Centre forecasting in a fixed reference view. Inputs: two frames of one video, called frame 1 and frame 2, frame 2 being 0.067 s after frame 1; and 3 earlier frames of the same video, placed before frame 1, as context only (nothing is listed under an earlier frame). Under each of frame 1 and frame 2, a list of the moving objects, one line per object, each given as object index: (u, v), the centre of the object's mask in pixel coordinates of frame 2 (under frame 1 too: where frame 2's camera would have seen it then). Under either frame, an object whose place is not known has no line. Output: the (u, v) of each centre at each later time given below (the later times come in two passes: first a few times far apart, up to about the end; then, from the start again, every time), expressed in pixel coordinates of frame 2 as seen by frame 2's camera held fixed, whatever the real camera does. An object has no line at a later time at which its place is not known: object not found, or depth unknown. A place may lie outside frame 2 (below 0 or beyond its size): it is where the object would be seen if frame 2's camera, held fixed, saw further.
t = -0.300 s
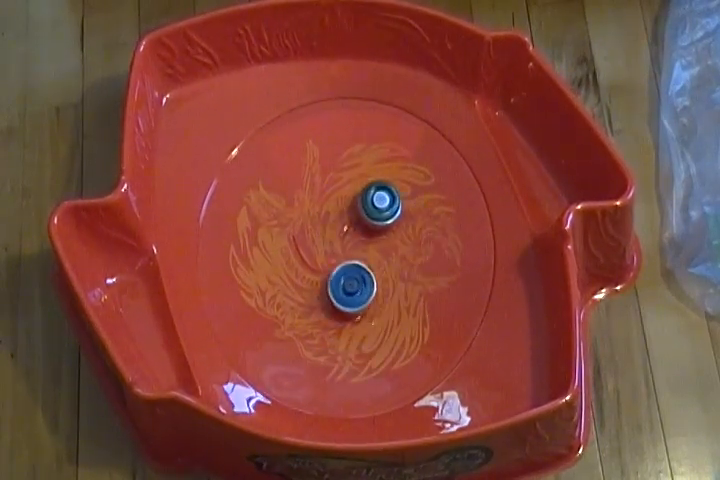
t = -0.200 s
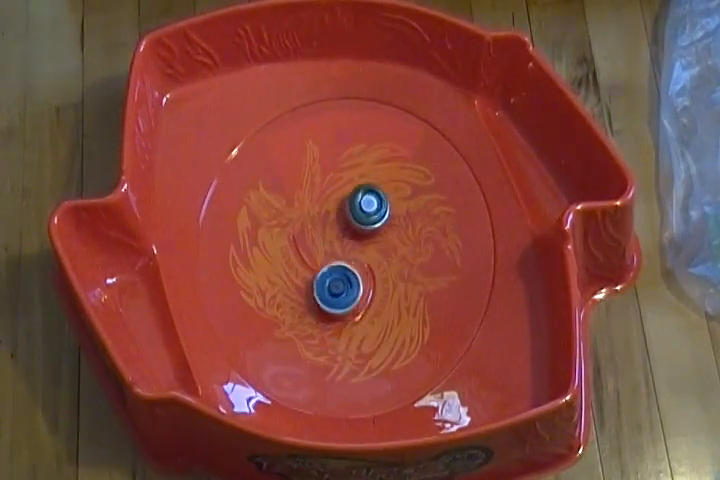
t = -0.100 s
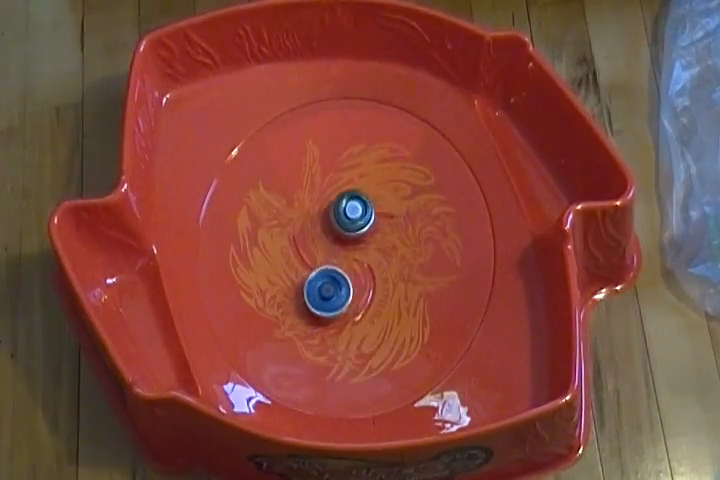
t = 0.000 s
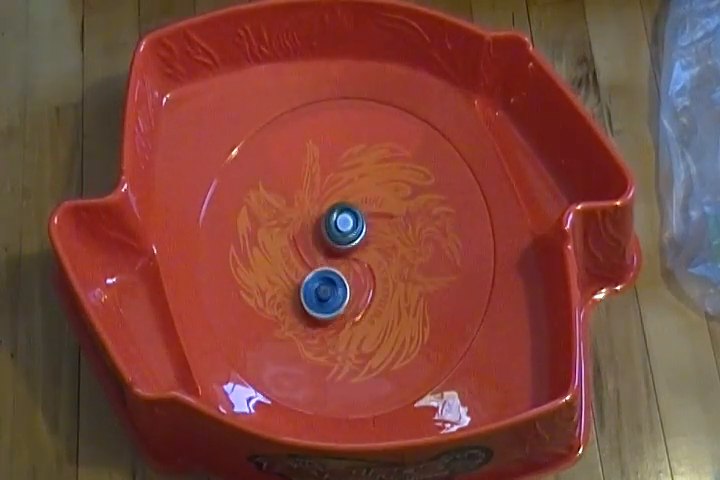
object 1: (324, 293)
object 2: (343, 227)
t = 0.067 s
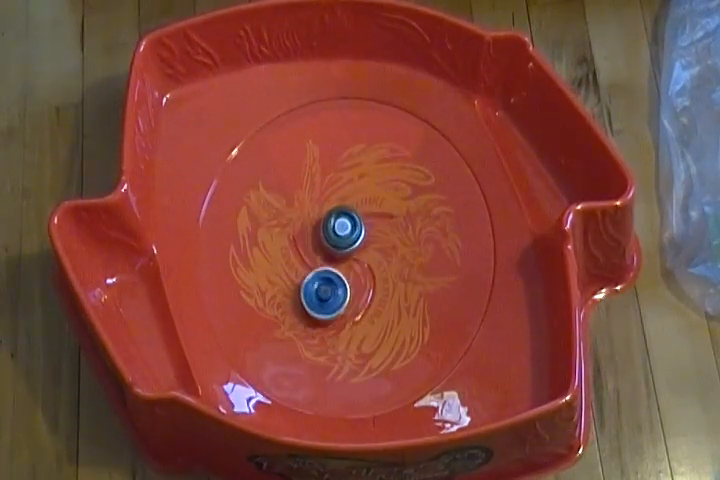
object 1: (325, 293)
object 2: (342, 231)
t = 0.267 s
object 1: (328, 286)
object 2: (343, 225)
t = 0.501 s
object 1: (334, 293)
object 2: (351, 204)
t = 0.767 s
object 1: (352, 294)
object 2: (350, 206)
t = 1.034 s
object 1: (356, 282)
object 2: (343, 178)
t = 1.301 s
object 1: (376, 306)
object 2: (335, 165)
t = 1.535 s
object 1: (370, 270)
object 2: (331, 185)
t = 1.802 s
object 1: (331, 259)
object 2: (328, 201)
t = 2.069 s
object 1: (321, 281)
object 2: (325, 209)
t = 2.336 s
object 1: (341, 281)
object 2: (320, 215)
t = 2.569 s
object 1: (359, 247)
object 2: (317, 218)
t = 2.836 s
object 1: (385, 224)
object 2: (293, 198)
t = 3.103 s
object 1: (360, 228)
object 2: (298, 204)
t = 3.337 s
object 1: (349, 272)
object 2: (308, 215)
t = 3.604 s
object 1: (382, 292)
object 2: (315, 236)
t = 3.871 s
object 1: (370, 256)
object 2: (313, 265)
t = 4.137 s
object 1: (341, 263)
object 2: (278, 294)
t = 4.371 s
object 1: (356, 288)
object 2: (276, 297)
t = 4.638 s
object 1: (373, 272)
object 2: (295, 284)
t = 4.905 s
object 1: (390, 305)
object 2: (320, 237)
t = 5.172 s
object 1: (497, 384)
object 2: (264, 86)
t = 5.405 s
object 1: (486, 347)
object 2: (271, 187)
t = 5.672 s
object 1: (442, 321)
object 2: (326, 339)
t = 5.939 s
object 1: (392, 310)
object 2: (409, 408)
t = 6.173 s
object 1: (363, 281)
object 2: (425, 386)
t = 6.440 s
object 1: (351, 237)
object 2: (411, 324)
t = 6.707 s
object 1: (354, 176)
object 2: (378, 249)
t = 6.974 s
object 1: (353, 144)
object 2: (350, 261)
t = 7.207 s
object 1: (364, 168)
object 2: (346, 259)
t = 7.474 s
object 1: (396, 221)
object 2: (319, 262)
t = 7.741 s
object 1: (482, 268)
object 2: (274, 267)
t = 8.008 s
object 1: (394, 294)
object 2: (291, 271)
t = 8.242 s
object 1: (358, 296)
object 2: (321, 276)
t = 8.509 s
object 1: (360, 297)
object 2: (328, 280)
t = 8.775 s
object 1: (372, 305)
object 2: (304, 233)
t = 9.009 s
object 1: (375, 317)
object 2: (262, 180)
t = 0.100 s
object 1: (325, 293)
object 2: (342, 231)
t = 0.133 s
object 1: (326, 292)
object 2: (342, 230)
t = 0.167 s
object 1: (326, 291)
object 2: (342, 228)
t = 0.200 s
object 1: (327, 290)
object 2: (342, 226)
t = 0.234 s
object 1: (327, 288)
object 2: (342, 224)
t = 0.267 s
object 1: (328, 286)
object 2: (343, 225)
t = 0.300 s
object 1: (329, 284)
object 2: (344, 225)
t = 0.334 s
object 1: (330, 281)
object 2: (343, 224)
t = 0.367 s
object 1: (332, 277)
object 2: (342, 222)
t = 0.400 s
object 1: (334, 275)
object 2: (342, 223)
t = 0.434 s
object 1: (333, 283)
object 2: (346, 215)
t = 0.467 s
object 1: (334, 288)
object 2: (348, 208)
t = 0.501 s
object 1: (334, 293)
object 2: (351, 204)
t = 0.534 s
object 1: (336, 296)
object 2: (352, 203)
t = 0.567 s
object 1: (337, 298)
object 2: (352, 203)
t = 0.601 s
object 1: (340, 300)
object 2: (352, 203)
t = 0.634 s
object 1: (341, 300)
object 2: (352, 204)
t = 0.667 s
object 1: (344, 299)
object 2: (352, 205)
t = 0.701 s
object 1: (347, 298)
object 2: (351, 205)
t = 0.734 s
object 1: (349, 297)
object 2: (351, 205)
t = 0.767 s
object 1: (352, 294)
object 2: (350, 206)
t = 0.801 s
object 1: (355, 290)
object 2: (350, 207)
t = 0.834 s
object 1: (358, 286)
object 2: (349, 207)
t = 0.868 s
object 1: (360, 280)
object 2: (349, 208)
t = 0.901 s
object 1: (361, 273)
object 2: (349, 209)
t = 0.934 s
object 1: (360, 266)
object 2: (348, 210)
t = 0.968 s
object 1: (357, 264)
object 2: (348, 207)
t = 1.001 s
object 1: (356, 274)
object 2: (346, 192)
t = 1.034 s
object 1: (356, 282)
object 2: (343, 178)
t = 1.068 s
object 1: (357, 289)
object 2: (341, 170)
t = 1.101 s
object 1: (359, 295)
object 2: (340, 163)
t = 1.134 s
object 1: (362, 301)
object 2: (339, 160)
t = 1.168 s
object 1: (364, 305)
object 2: (338, 160)
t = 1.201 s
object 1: (366, 308)
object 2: (338, 161)
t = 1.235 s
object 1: (370, 309)
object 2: (337, 162)
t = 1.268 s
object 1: (373, 308)
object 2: (336, 164)
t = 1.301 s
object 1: (376, 306)
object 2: (335, 165)
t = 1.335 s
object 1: (378, 302)
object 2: (334, 167)
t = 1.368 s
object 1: (379, 298)
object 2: (333, 170)
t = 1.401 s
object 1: (378, 294)
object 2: (332, 173)
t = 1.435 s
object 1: (377, 289)
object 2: (332, 176)
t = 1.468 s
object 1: (375, 284)
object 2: (331, 179)
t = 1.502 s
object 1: (372, 277)
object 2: (331, 182)
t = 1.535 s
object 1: (370, 270)
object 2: (331, 185)
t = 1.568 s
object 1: (368, 265)
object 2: (331, 189)
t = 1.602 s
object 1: (365, 262)
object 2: (330, 191)
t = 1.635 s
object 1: (362, 260)
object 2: (330, 194)
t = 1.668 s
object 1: (357, 258)
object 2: (330, 197)
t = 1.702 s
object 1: (350, 256)
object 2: (330, 198)
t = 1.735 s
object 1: (344, 255)
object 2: (329, 199)
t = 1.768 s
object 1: (337, 257)
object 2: (329, 200)
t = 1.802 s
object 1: (331, 259)
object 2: (328, 201)
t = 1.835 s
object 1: (326, 263)
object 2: (328, 201)
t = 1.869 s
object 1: (322, 266)
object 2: (328, 203)
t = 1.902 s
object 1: (319, 268)
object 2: (327, 204)
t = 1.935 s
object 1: (318, 270)
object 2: (327, 205)
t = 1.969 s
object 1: (317, 274)
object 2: (326, 206)
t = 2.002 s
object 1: (318, 277)
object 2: (326, 207)
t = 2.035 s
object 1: (319, 279)
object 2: (325, 208)
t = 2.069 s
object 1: (321, 281)
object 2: (325, 209)
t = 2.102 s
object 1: (323, 282)
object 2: (324, 210)
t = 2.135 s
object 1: (325, 282)
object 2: (323, 211)
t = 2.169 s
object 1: (327, 283)
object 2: (323, 212)
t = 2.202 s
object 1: (329, 283)
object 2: (322, 213)
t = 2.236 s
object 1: (332, 283)
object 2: (322, 213)
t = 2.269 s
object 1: (334, 282)
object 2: (321, 214)
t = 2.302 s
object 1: (337, 282)
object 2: (320, 215)
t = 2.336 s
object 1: (341, 281)
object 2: (320, 215)
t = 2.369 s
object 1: (344, 279)
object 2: (319, 216)
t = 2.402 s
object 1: (349, 276)
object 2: (319, 216)
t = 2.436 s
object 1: (353, 271)
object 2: (318, 217)
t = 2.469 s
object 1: (356, 266)
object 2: (318, 218)
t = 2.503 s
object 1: (358, 260)
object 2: (318, 218)
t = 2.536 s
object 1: (359, 252)
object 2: (318, 218)
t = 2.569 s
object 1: (359, 247)
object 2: (317, 218)
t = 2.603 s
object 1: (367, 247)
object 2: (307, 210)
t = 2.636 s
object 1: (373, 246)
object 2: (300, 204)
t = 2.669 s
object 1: (378, 243)
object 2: (295, 200)
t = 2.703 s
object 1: (382, 240)
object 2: (294, 198)
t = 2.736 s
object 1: (384, 235)
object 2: (293, 197)
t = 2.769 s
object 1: (386, 231)
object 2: (293, 198)
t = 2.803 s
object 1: (386, 227)
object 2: (293, 198)
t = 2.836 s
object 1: (385, 224)
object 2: (293, 198)
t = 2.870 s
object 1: (383, 221)
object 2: (293, 198)
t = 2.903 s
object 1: (381, 220)
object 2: (294, 199)
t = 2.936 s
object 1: (378, 219)
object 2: (294, 199)
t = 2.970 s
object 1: (375, 220)
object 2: (295, 200)
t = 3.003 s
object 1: (372, 221)
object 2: (296, 201)
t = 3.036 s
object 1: (367, 222)
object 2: (296, 202)
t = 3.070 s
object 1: (364, 225)
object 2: (297, 203)
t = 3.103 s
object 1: (360, 228)
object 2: (298, 204)
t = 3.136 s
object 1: (356, 233)
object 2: (300, 205)
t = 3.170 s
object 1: (353, 238)
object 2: (301, 207)
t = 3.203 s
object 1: (351, 244)
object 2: (302, 208)
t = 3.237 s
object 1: (349, 250)
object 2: (303, 210)
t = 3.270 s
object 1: (348, 257)
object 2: (305, 211)
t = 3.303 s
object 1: (348, 265)
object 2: (306, 213)
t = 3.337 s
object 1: (349, 272)
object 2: (308, 215)
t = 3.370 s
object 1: (352, 279)
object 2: (309, 217)
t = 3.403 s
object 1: (356, 285)
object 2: (310, 219)
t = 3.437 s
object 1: (361, 289)
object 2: (311, 221)
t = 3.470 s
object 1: (366, 293)
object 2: (312, 224)
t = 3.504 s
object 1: (369, 296)
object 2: (313, 227)
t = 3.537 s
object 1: (373, 297)
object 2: (314, 230)
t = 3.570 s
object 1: (378, 295)
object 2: (315, 233)
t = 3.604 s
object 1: (382, 292)
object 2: (315, 236)
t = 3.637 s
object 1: (385, 288)
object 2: (316, 240)
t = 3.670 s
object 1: (386, 283)
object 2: (316, 244)
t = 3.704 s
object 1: (386, 278)
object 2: (316, 247)
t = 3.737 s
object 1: (386, 273)
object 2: (316, 251)
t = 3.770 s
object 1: (384, 268)
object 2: (316, 254)
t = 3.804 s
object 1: (381, 263)
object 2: (315, 257)
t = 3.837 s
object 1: (376, 259)
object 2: (314, 261)
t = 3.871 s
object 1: (370, 256)
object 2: (313, 265)
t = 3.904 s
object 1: (363, 254)
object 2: (313, 269)
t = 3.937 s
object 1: (358, 253)
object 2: (308, 272)
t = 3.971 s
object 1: (356, 252)
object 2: (300, 277)
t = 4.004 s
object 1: (353, 252)
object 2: (293, 281)
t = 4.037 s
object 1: (350, 253)
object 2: (288, 286)
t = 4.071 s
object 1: (346, 255)
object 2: (283, 290)
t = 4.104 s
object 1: (343, 258)
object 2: (280, 292)
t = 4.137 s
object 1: (341, 263)
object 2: (278, 294)
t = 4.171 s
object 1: (340, 268)
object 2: (276, 296)
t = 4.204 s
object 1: (341, 274)
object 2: (275, 297)
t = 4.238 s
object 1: (343, 279)
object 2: (274, 298)
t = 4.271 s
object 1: (346, 283)
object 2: (274, 298)
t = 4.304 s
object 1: (349, 286)
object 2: (274, 298)
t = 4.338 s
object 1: (352, 288)
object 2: (275, 297)
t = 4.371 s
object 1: (356, 288)
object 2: (276, 297)
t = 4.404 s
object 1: (361, 286)
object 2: (279, 295)
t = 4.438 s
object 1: (365, 283)
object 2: (280, 294)
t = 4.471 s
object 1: (367, 278)
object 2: (283, 292)
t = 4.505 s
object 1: (368, 275)
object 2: (286, 290)
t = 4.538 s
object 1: (370, 272)
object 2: (289, 289)
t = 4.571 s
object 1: (372, 271)
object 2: (291, 287)
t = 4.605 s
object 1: (373, 271)
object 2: (293, 285)
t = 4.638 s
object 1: (373, 272)
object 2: (295, 284)
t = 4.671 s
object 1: (373, 273)
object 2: (298, 282)
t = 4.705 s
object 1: (373, 275)
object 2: (302, 279)
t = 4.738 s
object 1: (374, 277)
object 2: (305, 277)
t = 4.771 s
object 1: (373, 279)
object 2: (310, 275)
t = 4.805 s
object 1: (373, 280)
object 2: (315, 272)
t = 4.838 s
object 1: (372, 281)
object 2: (323, 268)
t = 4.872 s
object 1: (373, 283)
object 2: (329, 265)
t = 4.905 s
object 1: (390, 305)
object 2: (320, 237)
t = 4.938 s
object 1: (414, 331)
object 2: (305, 201)
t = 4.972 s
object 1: (435, 353)
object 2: (292, 175)
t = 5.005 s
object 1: (452, 370)
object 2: (285, 143)
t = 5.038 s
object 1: (462, 374)
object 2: (279, 116)
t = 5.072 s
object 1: (473, 383)
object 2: (275, 95)
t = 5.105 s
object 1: (482, 387)
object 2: (270, 79)
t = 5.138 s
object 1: (490, 383)
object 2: (268, 73)
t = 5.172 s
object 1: (497, 384)
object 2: (264, 86)
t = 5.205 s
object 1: (500, 377)
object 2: (263, 94)
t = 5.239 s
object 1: (500, 372)
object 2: (262, 108)
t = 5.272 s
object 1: (499, 367)
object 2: (262, 120)
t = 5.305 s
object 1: (497, 361)
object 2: (263, 136)
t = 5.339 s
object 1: (494, 356)
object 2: (264, 151)
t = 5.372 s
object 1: (490, 352)
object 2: (267, 168)
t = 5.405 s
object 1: (486, 347)
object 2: (271, 187)
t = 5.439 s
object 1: (481, 343)
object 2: (276, 207)
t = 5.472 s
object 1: (475, 338)
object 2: (281, 228)
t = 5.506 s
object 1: (470, 335)
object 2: (287, 247)
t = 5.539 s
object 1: (465, 332)
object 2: (294, 266)
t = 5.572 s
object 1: (459, 329)
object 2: (301, 285)
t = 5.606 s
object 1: (453, 325)
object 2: (309, 304)
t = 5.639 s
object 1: (448, 322)
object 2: (317, 323)
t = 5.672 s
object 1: (442, 321)
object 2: (326, 339)
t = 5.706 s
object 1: (435, 320)
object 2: (336, 356)
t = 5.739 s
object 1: (429, 320)
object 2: (346, 372)
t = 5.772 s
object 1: (423, 319)
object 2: (357, 387)
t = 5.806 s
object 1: (417, 318)
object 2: (368, 402)
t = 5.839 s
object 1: (411, 317)
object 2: (378, 407)
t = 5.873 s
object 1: (405, 315)
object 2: (388, 409)
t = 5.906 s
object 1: (399, 313)
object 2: (399, 409)
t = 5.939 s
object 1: (392, 310)
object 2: (409, 408)
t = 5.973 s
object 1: (387, 306)
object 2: (416, 404)
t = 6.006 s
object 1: (381, 302)
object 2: (421, 400)
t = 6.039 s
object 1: (376, 298)
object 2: (423, 395)
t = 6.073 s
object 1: (372, 294)
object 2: (423, 392)
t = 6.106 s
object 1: (369, 290)
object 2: (423, 390)
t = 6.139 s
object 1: (366, 286)
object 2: (424, 387)
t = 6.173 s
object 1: (363, 281)
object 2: (425, 386)
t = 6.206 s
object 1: (359, 276)
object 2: (425, 383)
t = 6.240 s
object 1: (357, 271)
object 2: (425, 378)
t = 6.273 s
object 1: (356, 265)
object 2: (424, 370)
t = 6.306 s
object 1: (354, 259)
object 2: (424, 364)
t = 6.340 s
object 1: (352, 253)
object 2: (421, 357)
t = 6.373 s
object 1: (352, 248)
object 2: (419, 347)
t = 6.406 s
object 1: (352, 242)
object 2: (416, 336)
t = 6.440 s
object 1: (351, 237)
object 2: (411, 324)
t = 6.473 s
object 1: (352, 231)
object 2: (407, 310)
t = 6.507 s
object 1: (353, 226)
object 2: (402, 293)
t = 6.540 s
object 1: (354, 220)
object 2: (395, 278)
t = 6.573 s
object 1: (356, 216)
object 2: (389, 262)
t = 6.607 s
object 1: (356, 213)
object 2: (383, 247)
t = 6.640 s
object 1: (356, 204)
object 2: (382, 241)
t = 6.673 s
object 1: (355, 188)
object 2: (381, 245)
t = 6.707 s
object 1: (354, 176)
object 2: (378, 249)
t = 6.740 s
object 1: (353, 164)
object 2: (373, 252)
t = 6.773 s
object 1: (351, 156)
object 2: (368, 254)
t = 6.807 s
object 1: (350, 149)
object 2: (362, 256)
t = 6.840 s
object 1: (350, 145)
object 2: (358, 259)
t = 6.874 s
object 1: (350, 144)
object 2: (356, 260)
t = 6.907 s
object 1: (351, 143)
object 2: (353, 260)
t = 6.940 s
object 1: (352, 144)
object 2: (351, 260)
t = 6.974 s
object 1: (353, 144)
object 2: (350, 261)
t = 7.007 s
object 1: (355, 146)
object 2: (349, 260)
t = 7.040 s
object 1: (357, 148)
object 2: (349, 261)
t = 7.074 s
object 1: (358, 151)
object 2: (348, 261)
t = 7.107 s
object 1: (360, 155)
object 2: (347, 261)
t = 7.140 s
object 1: (362, 159)
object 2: (346, 260)
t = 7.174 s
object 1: (363, 163)
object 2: (346, 260)
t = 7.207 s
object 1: (364, 168)
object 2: (346, 259)
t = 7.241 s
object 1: (365, 173)
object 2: (345, 259)
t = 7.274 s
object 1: (365, 179)
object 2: (345, 258)
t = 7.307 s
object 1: (365, 185)
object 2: (345, 258)
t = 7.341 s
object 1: (365, 193)
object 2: (345, 258)
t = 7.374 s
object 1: (364, 202)
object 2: (345, 258)
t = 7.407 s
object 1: (364, 212)
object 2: (346, 257)
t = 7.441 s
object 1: (378, 219)
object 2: (335, 257)
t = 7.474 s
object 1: (396, 221)
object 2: (319, 262)
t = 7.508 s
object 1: (413, 229)
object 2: (306, 264)
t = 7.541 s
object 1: (431, 244)
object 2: (295, 265)
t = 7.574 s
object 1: (448, 254)
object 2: (285, 267)
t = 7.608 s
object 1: (462, 258)
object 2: (278, 268)
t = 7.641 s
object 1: (475, 265)
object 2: (274, 268)
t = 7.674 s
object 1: (484, 267)
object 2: (273, 268)
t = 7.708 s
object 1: (486, 268)
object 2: (273, 267)
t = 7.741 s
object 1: (482, 268)
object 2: (274, 267)
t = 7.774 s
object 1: (474, 271)
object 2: (276, 267)
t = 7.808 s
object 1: (462, 275)
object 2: (278, 268)
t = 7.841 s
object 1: (451, 280)
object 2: (281, 268)
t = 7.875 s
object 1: (439, 284)
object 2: (283, 269)
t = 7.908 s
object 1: (429, 289)
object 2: (285, 270)
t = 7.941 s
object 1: (416, 292)
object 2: (287, 270)
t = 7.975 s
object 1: (405, 294)
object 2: (289, 271)
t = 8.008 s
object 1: (394, 294)
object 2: (291, 271)
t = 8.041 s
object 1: (385, 294)
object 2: (295, 272)
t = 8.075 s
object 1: (376, 295)
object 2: (299, 272)
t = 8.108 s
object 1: (369, 293)
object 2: (303, 274)
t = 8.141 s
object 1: (363, 293)
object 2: (310, 275)
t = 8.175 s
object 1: (359, 293)
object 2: (315, 276)
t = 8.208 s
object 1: (360, 296)
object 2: (318, 276)
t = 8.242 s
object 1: (358, 296)
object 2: (321, 276)
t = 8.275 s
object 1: (358, 297)
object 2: (323, 276)
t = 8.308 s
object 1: (358, 298)
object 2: (325, 277)
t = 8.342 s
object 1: (359, 298)
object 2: (326, 278)
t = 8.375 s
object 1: (359, 297)
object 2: (327, 279)
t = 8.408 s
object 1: (360, 297)
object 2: (327, 281)
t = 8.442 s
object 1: (361, 296)
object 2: (328, 282)
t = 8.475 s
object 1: (361, 295)
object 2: (328, 283)
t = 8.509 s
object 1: (360, 297)
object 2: (328, 280)
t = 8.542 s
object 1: (359, 296)
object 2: (327, 278)
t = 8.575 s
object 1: (360, 295)
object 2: (327, 277)
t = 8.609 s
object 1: (361, 292)
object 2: (326, 276)
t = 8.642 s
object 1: (363, 288)
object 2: (326, 276)
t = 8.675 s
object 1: (362, 288)
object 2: (324, 271)
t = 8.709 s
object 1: (365, 292)
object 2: (321, 260)
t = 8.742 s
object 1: (368, 297)
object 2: (312, 246)
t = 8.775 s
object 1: (372, 305)
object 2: (304, 233)
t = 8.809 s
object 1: (374, 311)
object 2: (297, 221)
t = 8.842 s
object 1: (375, 316)
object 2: (290, 210)
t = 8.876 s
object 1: (375, 317)
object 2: (283, 201)
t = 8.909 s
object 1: (376, 317)
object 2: (277, 194)
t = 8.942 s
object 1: (376, 317)
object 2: (271, 189)
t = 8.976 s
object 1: (376, 317)
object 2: (266, 184)
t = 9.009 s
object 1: (375, 317)
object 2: (262, 180)
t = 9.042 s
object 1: (373, 318)
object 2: (258, 175)
